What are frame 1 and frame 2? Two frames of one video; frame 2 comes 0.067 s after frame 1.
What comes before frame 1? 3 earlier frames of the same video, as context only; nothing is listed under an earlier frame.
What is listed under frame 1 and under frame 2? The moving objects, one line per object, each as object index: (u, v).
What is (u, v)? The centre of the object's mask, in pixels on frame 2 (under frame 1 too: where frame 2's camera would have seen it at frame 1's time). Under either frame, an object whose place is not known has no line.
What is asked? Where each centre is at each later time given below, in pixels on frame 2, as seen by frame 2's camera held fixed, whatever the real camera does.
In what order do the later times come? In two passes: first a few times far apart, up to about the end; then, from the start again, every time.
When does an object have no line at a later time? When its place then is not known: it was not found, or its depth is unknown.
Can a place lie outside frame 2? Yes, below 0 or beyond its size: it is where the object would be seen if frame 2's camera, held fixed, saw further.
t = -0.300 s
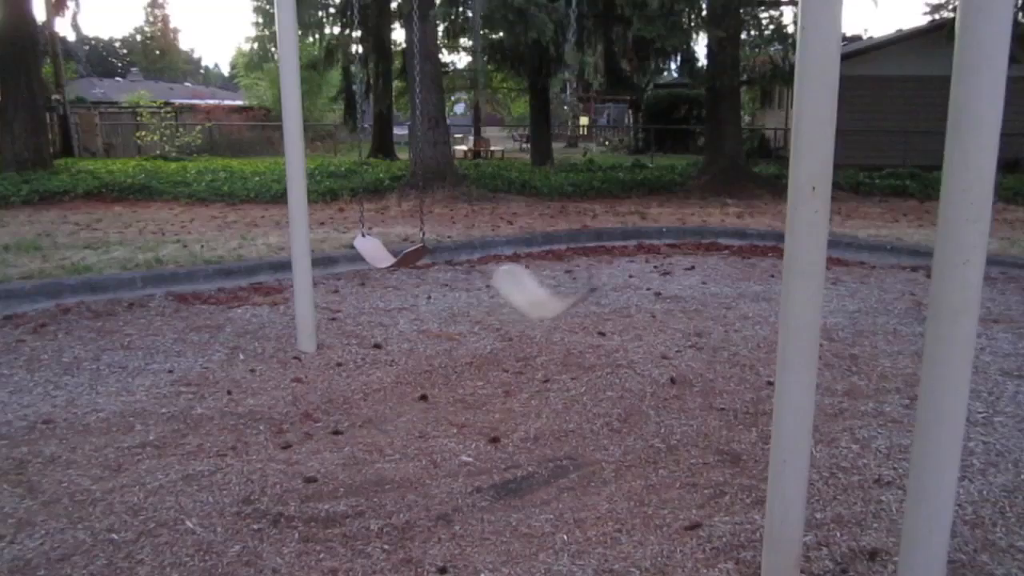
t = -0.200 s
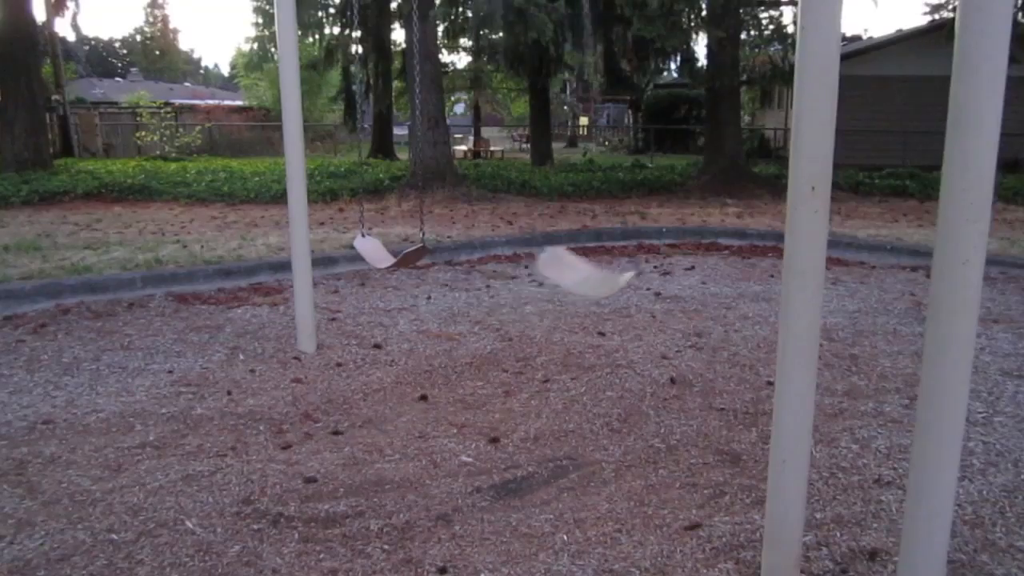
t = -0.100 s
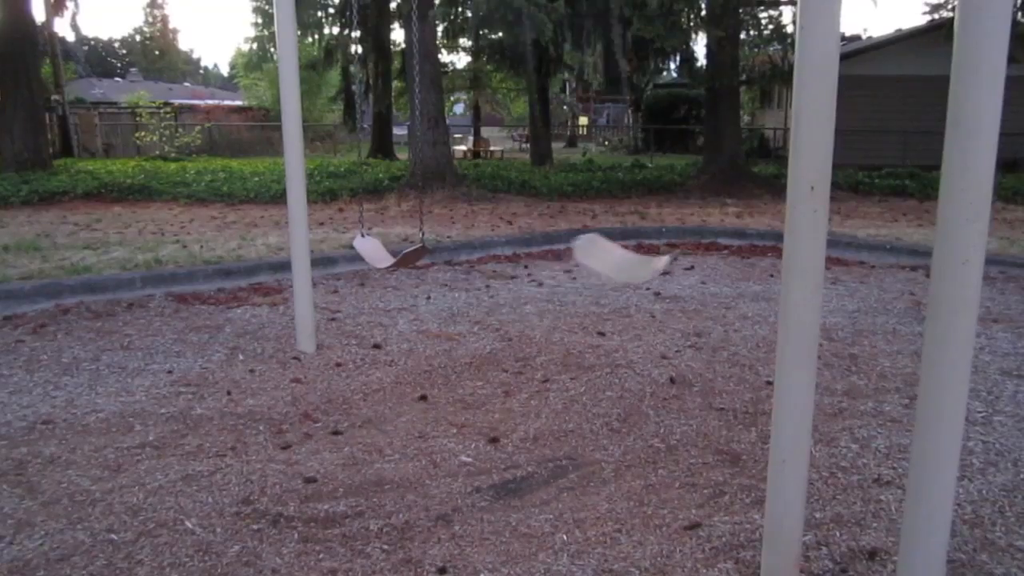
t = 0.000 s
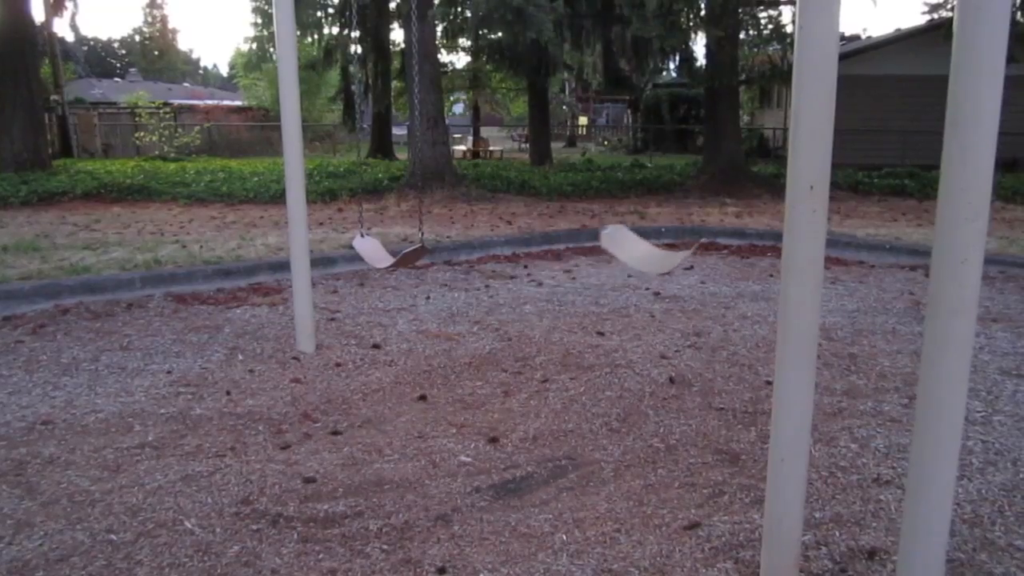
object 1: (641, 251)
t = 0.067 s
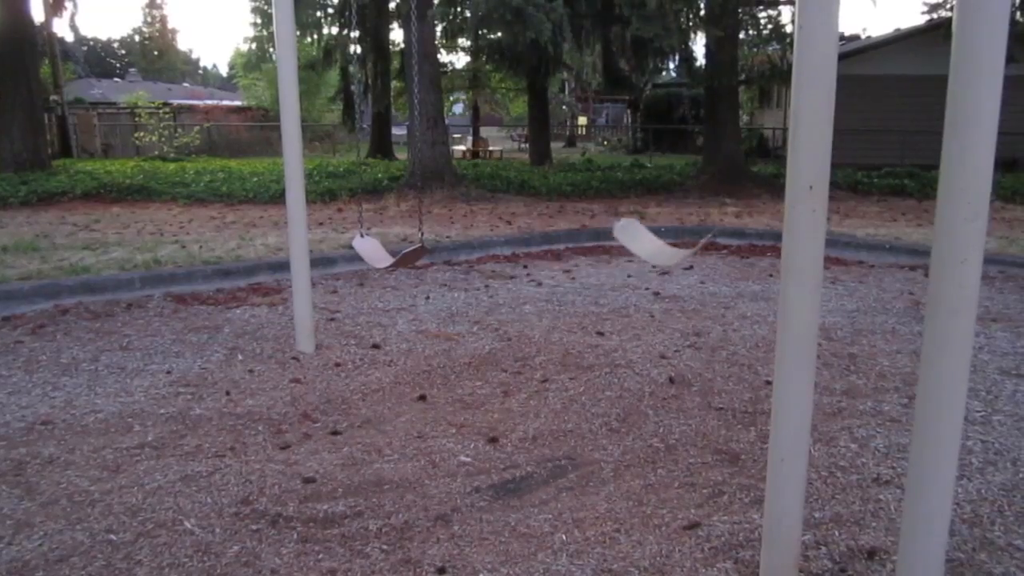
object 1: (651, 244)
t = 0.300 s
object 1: (679, 217)
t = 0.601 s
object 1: (682, 220)
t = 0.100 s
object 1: (654, 239)
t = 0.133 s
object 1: (662, 234)
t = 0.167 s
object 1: (667, 230)
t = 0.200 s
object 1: (672, 225)
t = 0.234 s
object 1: (673, 221)
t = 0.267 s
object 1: (677, 218)
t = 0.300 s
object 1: (679, 217)
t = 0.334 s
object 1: (681, 216)
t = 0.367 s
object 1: (684, 217)
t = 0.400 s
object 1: (686, 217)
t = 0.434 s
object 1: (688, 217)
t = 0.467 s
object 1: (689, 217)
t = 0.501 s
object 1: (689, 218)
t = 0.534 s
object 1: (688, 218)
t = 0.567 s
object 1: (685, 219)
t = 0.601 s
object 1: (682, 220)
